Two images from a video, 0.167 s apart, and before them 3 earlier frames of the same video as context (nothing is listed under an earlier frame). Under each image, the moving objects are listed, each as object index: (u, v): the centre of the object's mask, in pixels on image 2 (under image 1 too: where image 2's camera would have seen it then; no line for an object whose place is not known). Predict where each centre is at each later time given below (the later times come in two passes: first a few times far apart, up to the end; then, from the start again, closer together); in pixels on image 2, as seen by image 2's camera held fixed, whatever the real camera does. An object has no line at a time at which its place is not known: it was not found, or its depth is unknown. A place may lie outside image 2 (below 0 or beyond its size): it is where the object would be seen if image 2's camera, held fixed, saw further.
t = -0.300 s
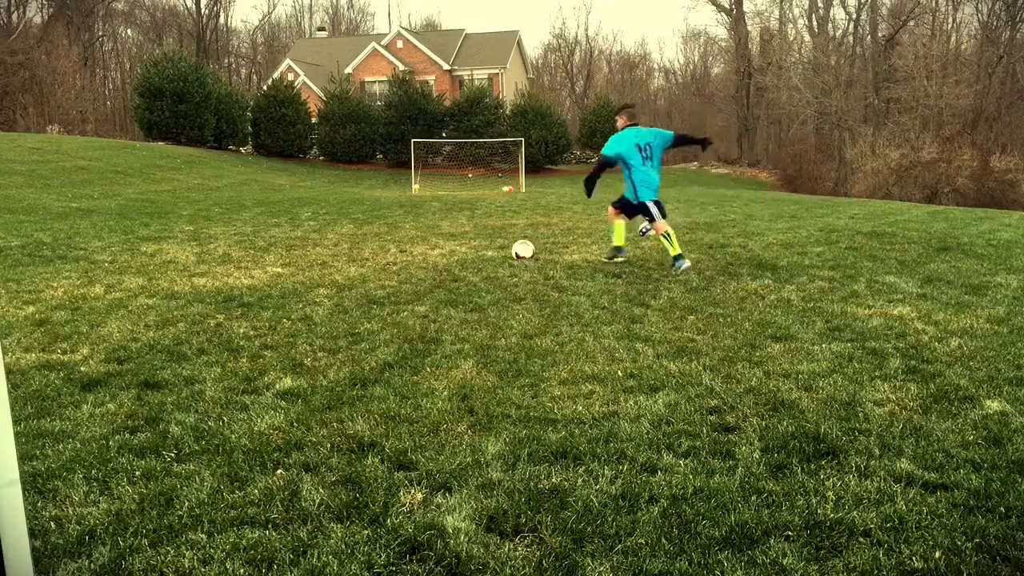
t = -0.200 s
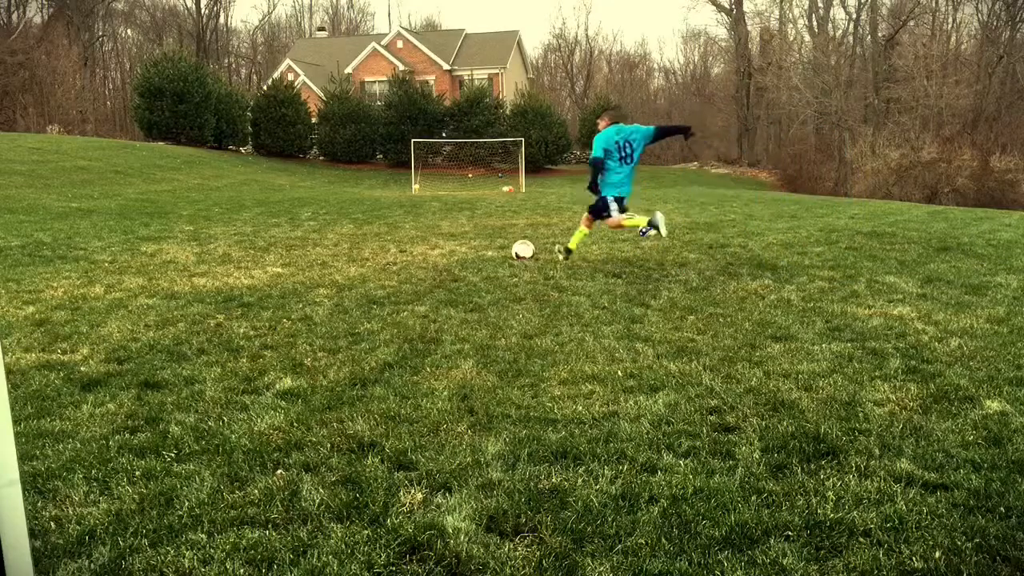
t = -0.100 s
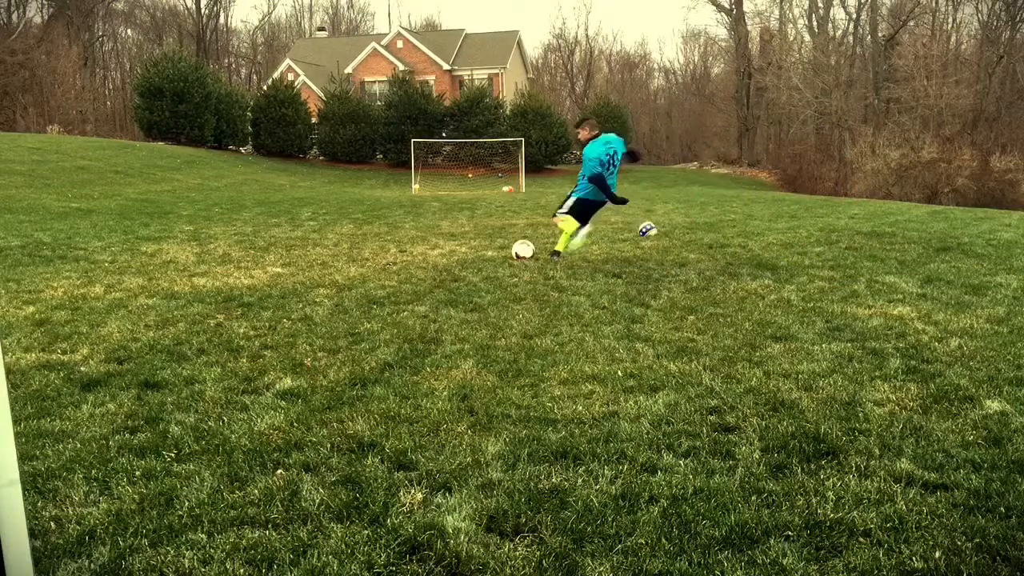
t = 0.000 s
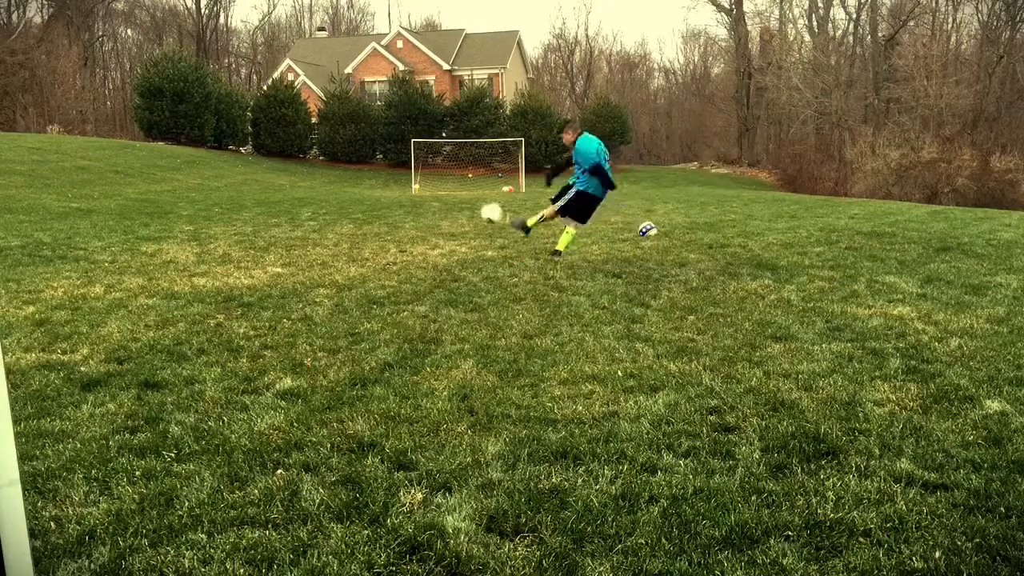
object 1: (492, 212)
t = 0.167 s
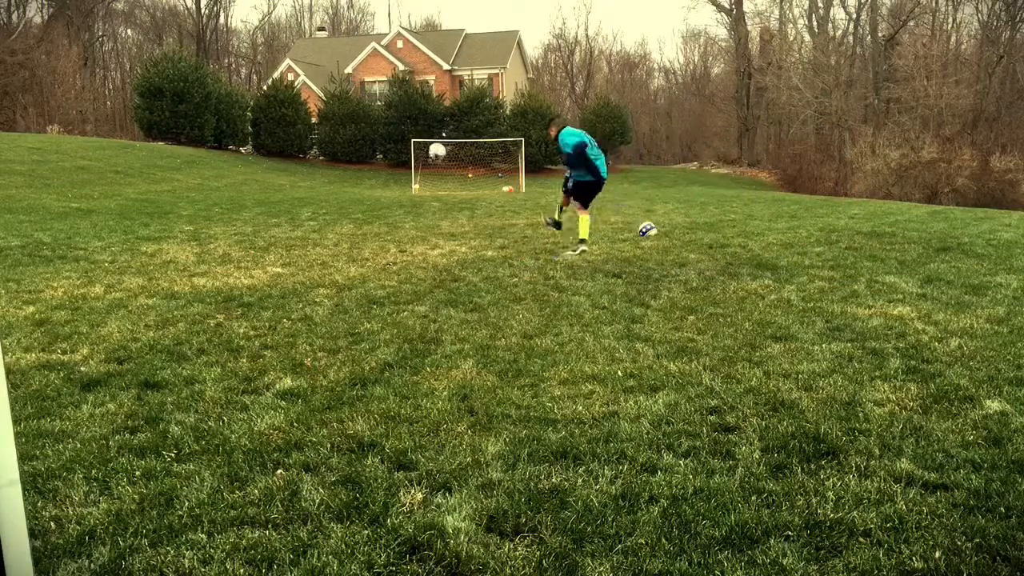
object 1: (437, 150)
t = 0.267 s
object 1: (419, 133)
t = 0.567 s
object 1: (396, 128)
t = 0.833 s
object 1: (395, 156)
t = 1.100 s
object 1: (404, 194)
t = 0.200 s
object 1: (430, 142)
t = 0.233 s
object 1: (424, 138)
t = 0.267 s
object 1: (419, 133)
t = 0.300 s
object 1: (414, 131)
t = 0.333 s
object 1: (410, 128)
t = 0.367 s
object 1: (406, 126)
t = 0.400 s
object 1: (404, 125)
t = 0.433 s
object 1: (401, 124)
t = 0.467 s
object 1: (400, 125)
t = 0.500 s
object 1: (398, 126)
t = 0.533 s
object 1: (397, 127)
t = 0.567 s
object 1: (396, 128)
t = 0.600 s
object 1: (395, 131)
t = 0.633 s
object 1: (394, 133)
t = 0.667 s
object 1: (394, 136)
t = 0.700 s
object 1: (394, 140)
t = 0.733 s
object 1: (394, 143)
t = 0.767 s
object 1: (395, 147)
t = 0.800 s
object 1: (395, 151)
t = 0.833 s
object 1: (395, 156)
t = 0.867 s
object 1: (396, 161)
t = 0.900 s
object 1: (397, 165)
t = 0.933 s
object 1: (398, 170)
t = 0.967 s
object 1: (399, 175)
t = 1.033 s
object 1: (401, 186)
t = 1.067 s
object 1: (403, 192)
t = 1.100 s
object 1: (404, 194)
